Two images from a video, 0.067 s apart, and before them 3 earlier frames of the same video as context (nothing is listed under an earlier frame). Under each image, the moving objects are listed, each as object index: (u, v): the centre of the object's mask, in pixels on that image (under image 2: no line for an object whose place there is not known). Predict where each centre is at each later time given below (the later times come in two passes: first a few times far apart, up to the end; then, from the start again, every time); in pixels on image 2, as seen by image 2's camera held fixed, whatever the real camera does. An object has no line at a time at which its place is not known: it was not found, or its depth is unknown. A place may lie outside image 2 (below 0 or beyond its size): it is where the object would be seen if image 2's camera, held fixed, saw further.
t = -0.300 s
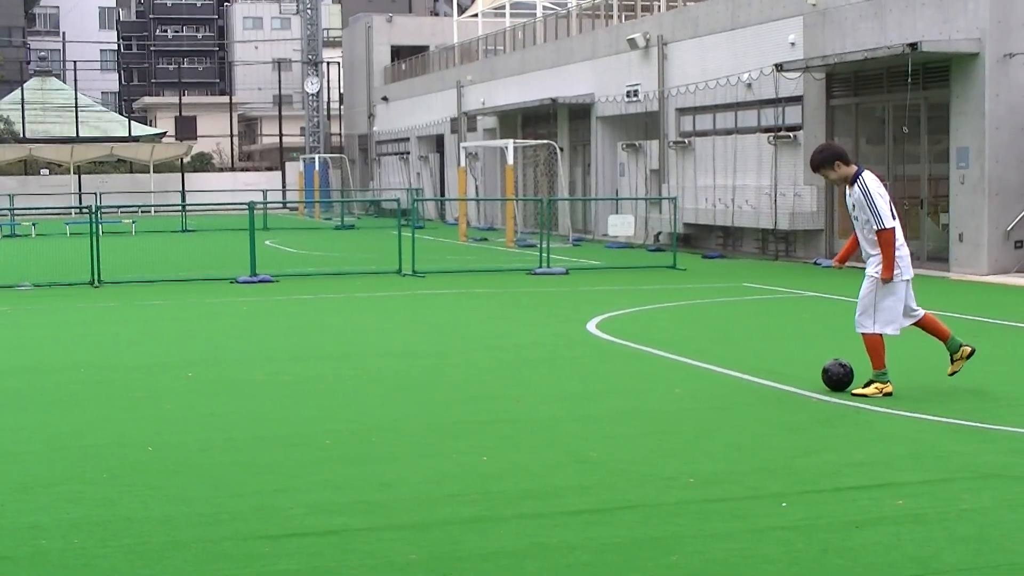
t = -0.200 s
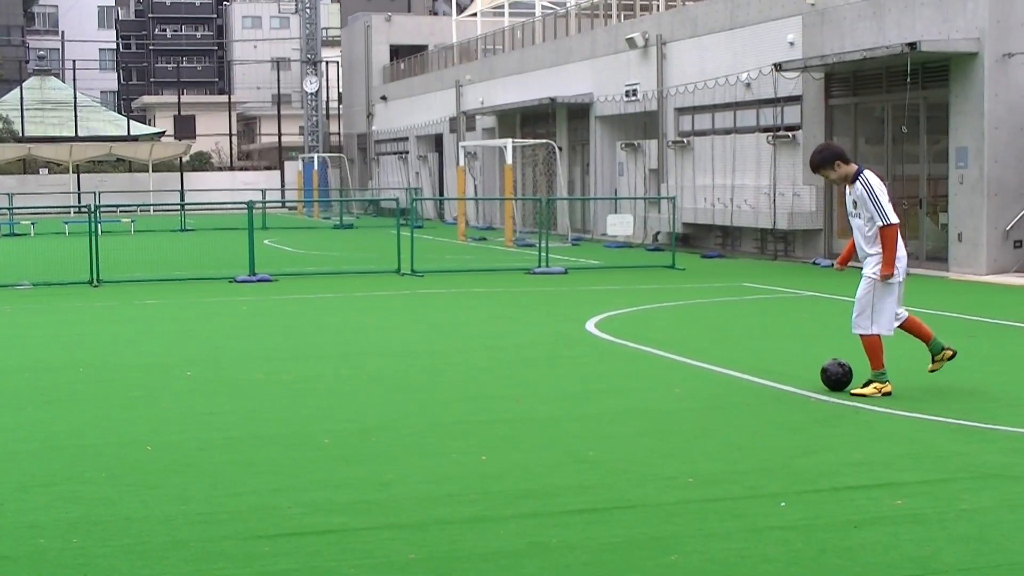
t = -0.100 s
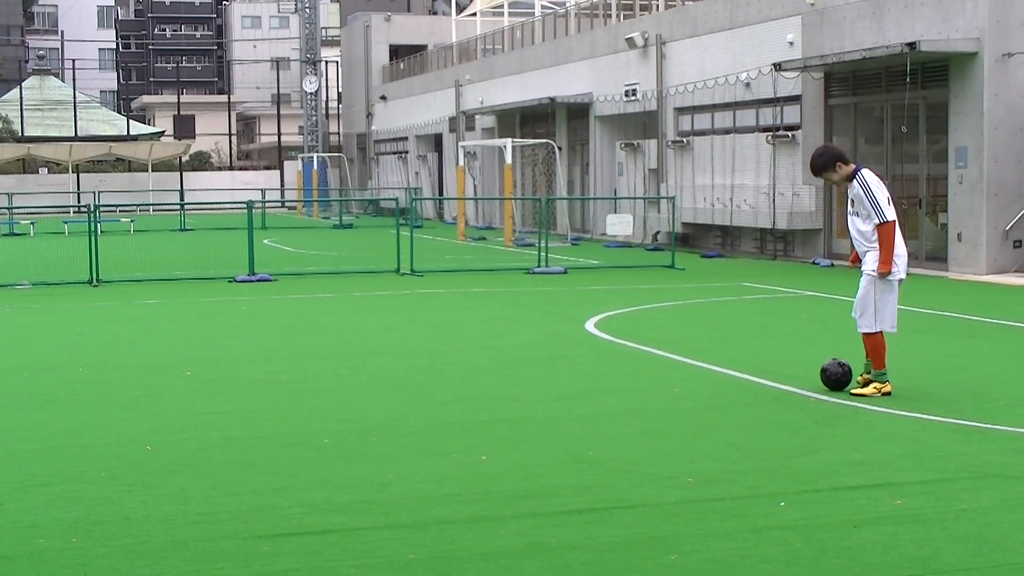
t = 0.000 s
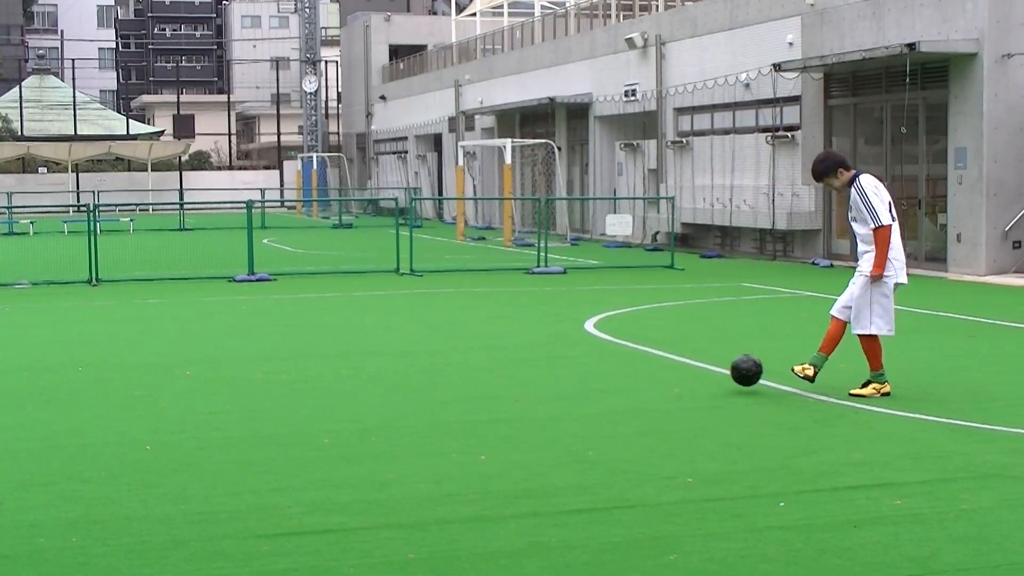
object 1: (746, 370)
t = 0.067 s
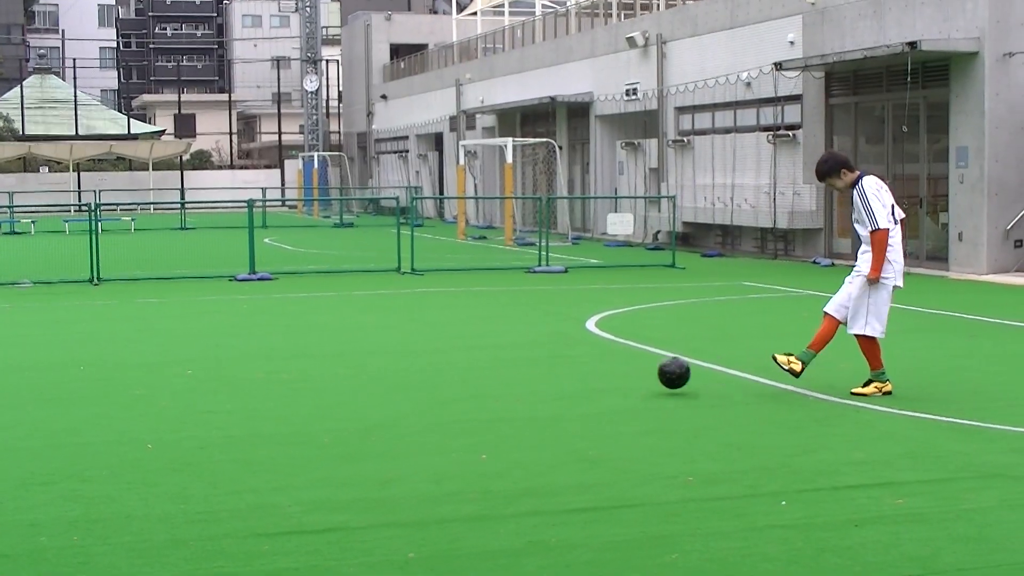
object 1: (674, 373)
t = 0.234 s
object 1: (497, 384)
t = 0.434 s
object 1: (304, 386)
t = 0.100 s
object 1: (637, 378)
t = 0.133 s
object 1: (600, 381)
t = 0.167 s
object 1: (566, 380)
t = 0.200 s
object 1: (532, 381)
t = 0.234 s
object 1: (497, 384)
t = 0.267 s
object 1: (464, 384)
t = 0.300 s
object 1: (431, 384)
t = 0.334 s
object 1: (398, 386)
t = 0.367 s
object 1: (367, 386)
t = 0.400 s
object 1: (335, 386)
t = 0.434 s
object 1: (304, 386)
